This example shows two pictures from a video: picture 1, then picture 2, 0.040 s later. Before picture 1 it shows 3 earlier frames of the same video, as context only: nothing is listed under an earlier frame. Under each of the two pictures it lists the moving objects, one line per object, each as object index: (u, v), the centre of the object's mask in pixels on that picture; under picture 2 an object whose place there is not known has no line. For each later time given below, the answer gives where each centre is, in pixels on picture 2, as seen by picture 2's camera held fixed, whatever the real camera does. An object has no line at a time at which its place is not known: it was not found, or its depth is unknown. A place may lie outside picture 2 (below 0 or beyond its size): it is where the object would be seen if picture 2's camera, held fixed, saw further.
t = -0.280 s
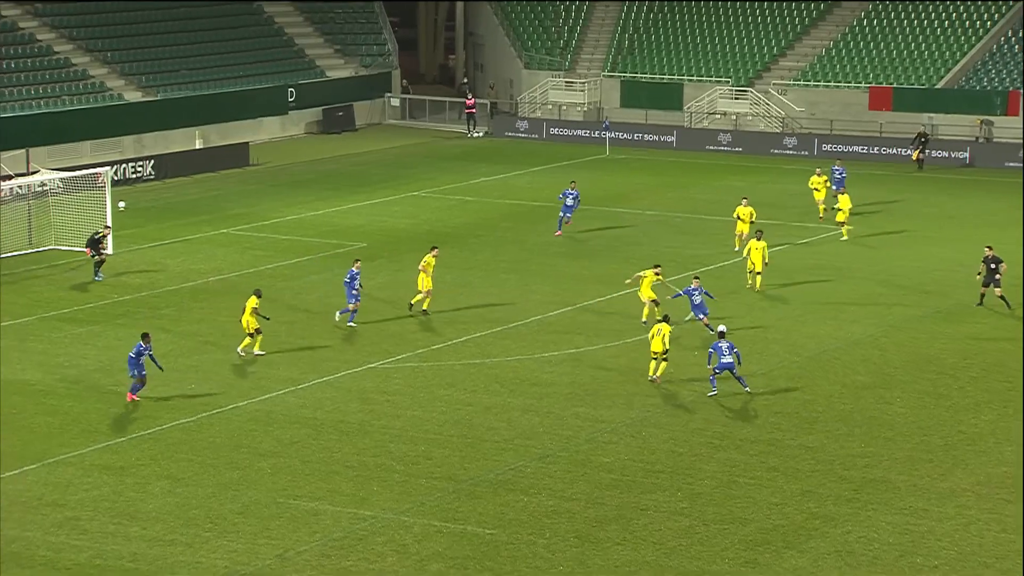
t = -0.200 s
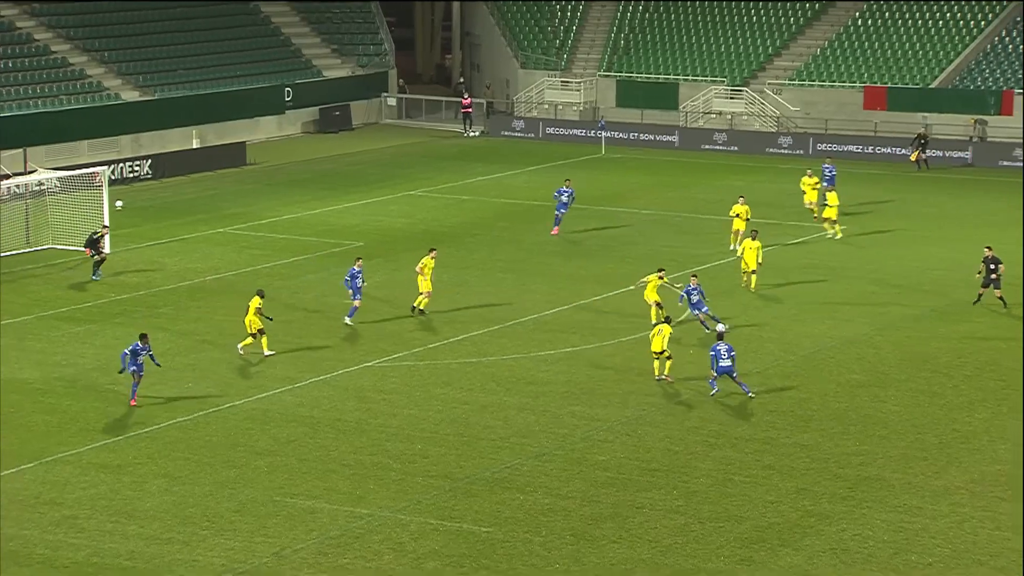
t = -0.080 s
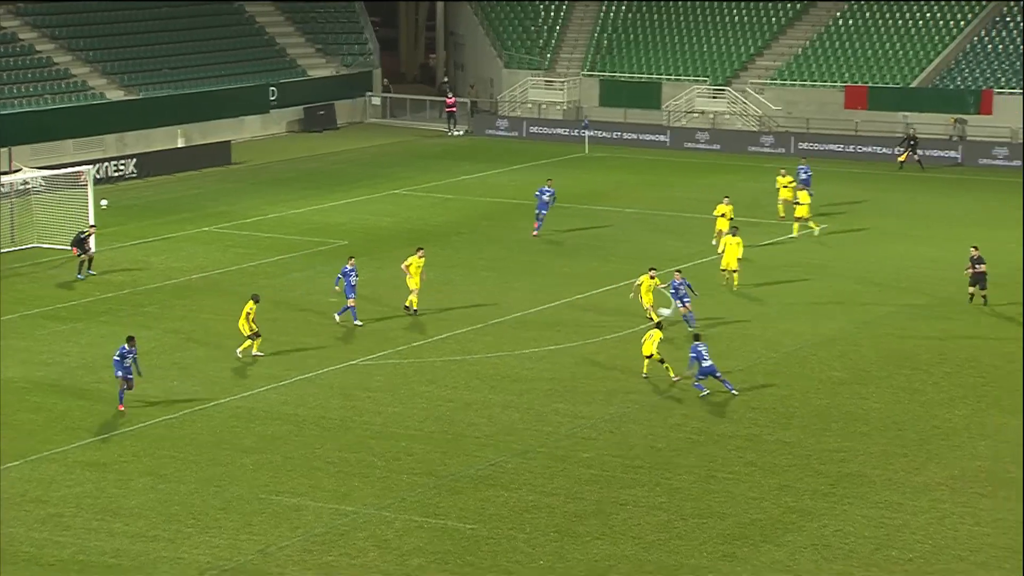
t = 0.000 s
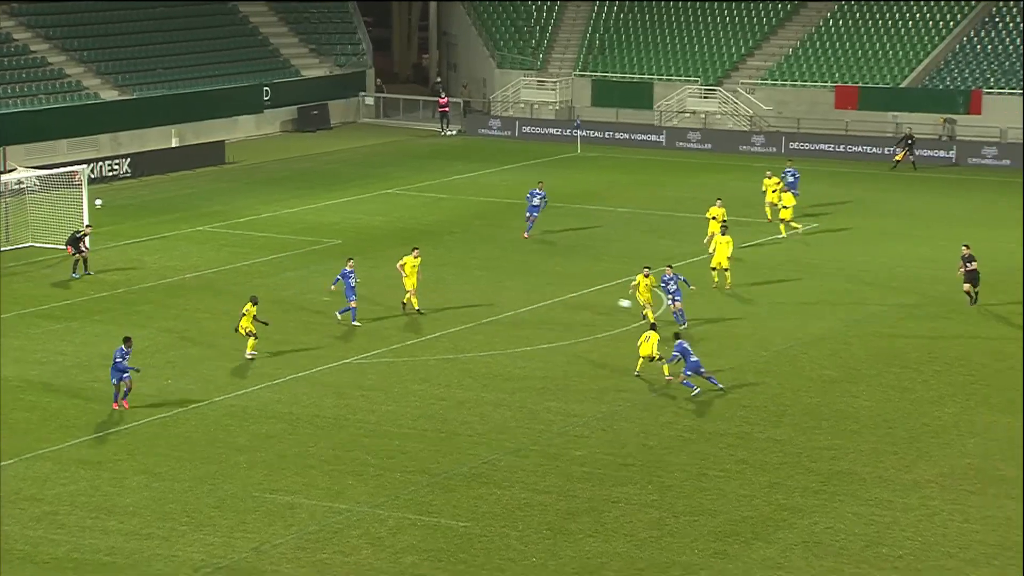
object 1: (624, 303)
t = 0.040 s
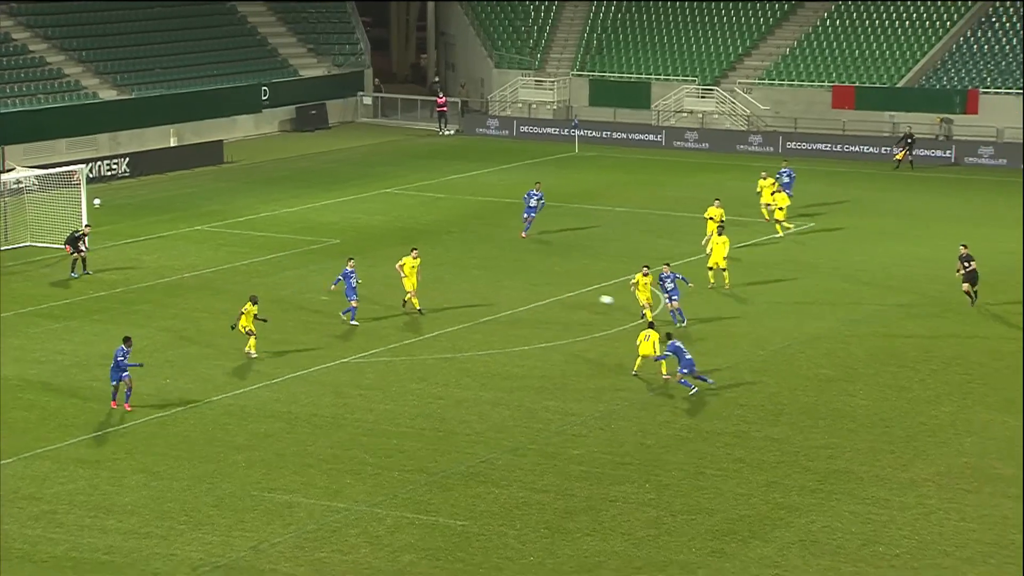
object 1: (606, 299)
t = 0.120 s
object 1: (572, 295)
